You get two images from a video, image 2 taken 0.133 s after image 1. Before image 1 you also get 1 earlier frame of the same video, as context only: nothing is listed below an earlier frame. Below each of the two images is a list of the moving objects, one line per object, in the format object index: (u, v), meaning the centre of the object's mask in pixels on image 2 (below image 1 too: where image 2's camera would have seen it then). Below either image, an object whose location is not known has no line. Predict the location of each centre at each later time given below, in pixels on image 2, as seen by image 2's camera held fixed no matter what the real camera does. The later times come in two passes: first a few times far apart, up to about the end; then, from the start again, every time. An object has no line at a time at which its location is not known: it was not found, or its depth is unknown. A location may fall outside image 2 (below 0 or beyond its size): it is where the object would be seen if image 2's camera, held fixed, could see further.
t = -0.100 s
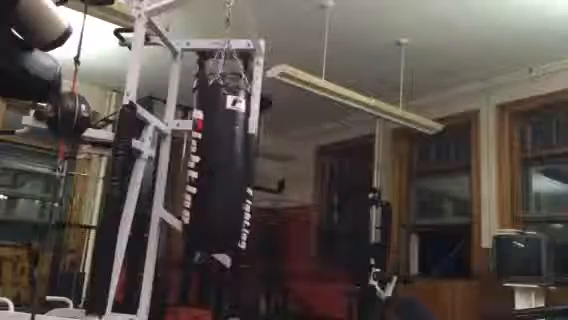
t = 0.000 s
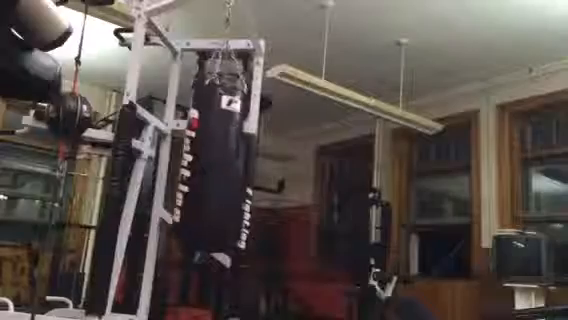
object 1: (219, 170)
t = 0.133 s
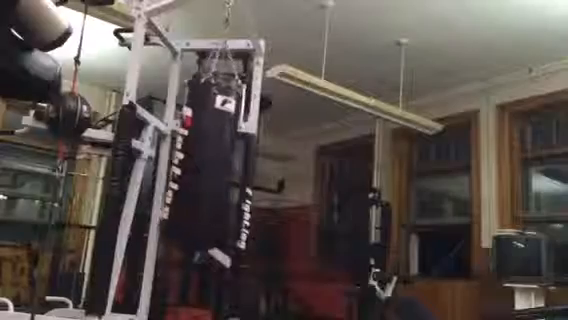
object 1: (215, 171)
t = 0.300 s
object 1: (210, 172)
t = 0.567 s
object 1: (196, 160)
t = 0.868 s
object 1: (214, 172)
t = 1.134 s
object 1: (223, 170)
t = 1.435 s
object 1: (234, 165)
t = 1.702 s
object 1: (237, 165)
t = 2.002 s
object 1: (226, 166)
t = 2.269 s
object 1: (218, 169)
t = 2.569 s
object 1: (206, 174)
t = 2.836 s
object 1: (206, 174)
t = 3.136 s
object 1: (217, 170)
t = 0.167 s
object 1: (214, 171)
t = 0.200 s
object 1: (213, 171)
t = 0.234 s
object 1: (212, 172)
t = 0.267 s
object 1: (211, 172)
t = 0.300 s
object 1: (210, 172)
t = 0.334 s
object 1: (210, 172)
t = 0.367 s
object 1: (209, 172)
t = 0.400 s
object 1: (196, 160)
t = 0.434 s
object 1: (196, 160)
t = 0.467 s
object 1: (196, 160)
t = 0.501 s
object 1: (196, 160)
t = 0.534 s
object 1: (196, 160)
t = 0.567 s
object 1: (196, 160)
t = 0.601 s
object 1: (196, 160)
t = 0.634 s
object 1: (196, 160)
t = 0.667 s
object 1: (197, 159)
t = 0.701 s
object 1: (205, 165)
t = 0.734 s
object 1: (206, 165)
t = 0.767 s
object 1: (206, 166)
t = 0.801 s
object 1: (207, 165)
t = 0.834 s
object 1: (203, 161)
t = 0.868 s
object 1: (214, 172)
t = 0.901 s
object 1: (215, 172)
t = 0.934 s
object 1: (216, 172)
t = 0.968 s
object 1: (217, 171)
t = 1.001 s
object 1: (218, 171)
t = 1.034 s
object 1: (220, 171)
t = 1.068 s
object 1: (221, 171)
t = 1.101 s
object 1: (222, 170)
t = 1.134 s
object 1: (223, 170)
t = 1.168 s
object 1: (224, 168)
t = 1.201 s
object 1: (226, 167)
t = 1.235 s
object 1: (227, 167)
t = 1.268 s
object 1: (229, 167)
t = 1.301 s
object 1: (230, 167)
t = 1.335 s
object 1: (231, 165)
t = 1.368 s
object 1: (232, 164)
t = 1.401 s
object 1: (233, 164)
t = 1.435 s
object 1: (234, 165)
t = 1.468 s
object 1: (236, 165)
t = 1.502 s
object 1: (236, 165)
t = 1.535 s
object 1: (237, 165)
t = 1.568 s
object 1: (237, 165)
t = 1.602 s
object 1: (237, 165)
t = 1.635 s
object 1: (237, 165)
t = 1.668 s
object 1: (237, 165)
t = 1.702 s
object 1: (237, 165)
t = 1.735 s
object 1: (236, 165)
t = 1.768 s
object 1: (236, 166)
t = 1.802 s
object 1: (235, 167)
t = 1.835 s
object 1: (234, 167)
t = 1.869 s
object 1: (233, 168)
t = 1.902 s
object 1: (232, 168)
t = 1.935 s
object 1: (231, 170)
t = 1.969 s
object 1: (229, 170)
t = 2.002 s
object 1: (226, 166)
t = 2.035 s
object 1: (224, 165)
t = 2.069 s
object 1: (224, 167)
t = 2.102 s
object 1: (222, 168)
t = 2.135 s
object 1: (221, 168)
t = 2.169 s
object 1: (221, 169)
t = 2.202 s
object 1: (220, 169)
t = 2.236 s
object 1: (219, 169)
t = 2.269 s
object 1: (218, 169)
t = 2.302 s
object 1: (216, 170)
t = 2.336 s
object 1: (215, 171)
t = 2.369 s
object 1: (214, 171)
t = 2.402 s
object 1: (213, 171)
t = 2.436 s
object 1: (212, 172)
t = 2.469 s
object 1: (211, 172)
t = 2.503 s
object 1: (210, 172)
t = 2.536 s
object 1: (207, 174)
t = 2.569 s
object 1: (206, 174)
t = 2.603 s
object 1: (206, 174)
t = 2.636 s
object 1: (206, 175)
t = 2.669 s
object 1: (206, 175)
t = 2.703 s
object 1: (205, 175)
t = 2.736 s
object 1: (206, 175)
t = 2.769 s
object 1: (206, 175)
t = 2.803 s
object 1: (206, 175)
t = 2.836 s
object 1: (206, 174)
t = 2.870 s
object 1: (207, 173)
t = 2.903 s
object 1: (207, 173)
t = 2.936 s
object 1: (208, 172)
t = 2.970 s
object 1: (209, 172)
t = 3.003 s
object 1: (210, 173)
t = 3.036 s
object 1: (211, 172)
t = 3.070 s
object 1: (213, 171)
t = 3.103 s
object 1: (216, 171)
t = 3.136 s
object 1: (217, 170)
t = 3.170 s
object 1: (218, 171)
